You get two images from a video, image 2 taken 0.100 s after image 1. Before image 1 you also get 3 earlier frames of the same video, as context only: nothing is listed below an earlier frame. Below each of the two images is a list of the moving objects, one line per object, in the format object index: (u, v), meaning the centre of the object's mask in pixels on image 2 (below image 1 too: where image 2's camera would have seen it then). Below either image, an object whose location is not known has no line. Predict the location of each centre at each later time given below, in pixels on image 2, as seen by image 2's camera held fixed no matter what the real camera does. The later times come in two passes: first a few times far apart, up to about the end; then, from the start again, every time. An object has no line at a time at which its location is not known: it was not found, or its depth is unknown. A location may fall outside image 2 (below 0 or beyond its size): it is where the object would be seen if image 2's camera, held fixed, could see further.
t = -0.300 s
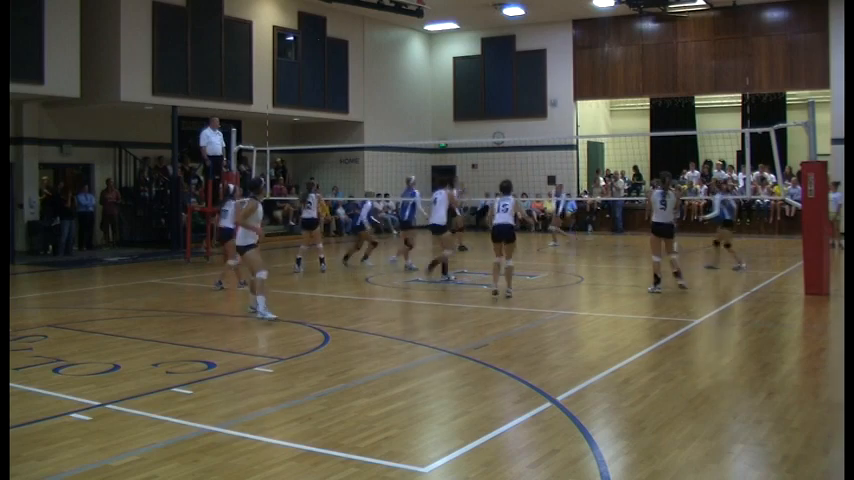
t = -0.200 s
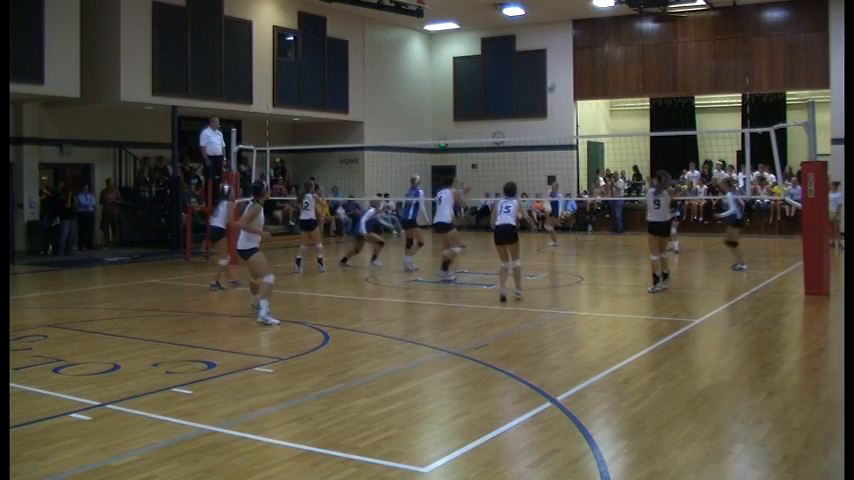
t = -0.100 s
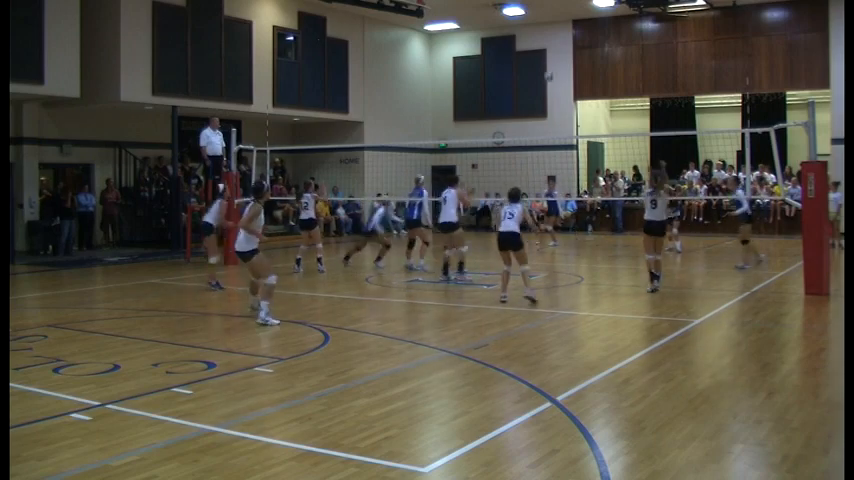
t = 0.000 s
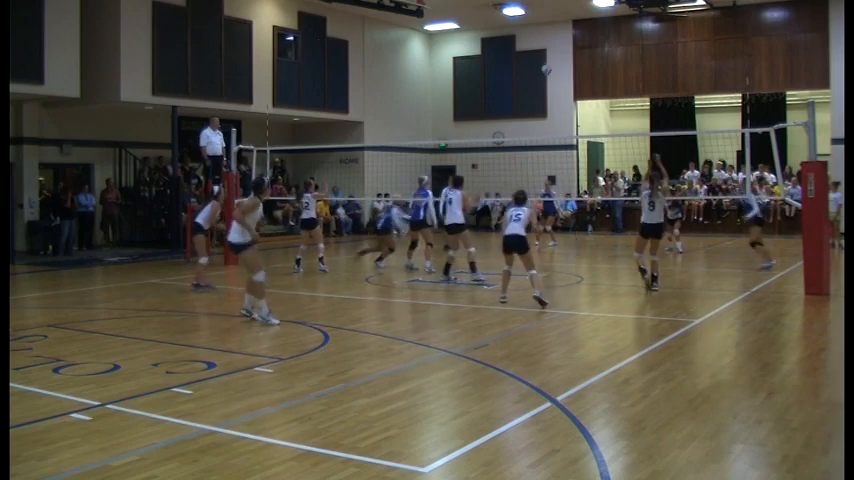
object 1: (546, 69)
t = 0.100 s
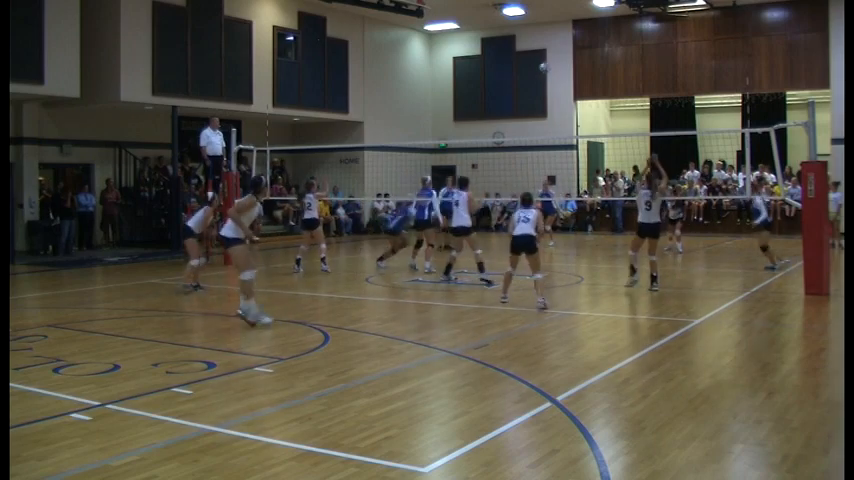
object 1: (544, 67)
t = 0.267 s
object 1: (541, 73)
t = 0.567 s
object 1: (534, 122)
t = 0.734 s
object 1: (531, 169)
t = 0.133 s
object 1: (543, 67)
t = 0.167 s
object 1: (542, 69)
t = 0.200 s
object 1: (542, 69)
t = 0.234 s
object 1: (541, 71)
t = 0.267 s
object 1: (541, 73)
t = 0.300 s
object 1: (540, 76)
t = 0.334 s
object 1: (539, 80)
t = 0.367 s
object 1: (539, 84)
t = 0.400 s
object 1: (538, 89)
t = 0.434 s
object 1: (537, 94)
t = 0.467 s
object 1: (538, 100)
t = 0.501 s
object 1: (536, 108)
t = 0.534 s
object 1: (535, 113)
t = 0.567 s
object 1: (534, 122)
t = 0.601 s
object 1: (534, 131)
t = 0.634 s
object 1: (532, 139)
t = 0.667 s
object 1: (532, 150)
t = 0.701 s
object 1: (531, 160)
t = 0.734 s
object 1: (531, 169)
